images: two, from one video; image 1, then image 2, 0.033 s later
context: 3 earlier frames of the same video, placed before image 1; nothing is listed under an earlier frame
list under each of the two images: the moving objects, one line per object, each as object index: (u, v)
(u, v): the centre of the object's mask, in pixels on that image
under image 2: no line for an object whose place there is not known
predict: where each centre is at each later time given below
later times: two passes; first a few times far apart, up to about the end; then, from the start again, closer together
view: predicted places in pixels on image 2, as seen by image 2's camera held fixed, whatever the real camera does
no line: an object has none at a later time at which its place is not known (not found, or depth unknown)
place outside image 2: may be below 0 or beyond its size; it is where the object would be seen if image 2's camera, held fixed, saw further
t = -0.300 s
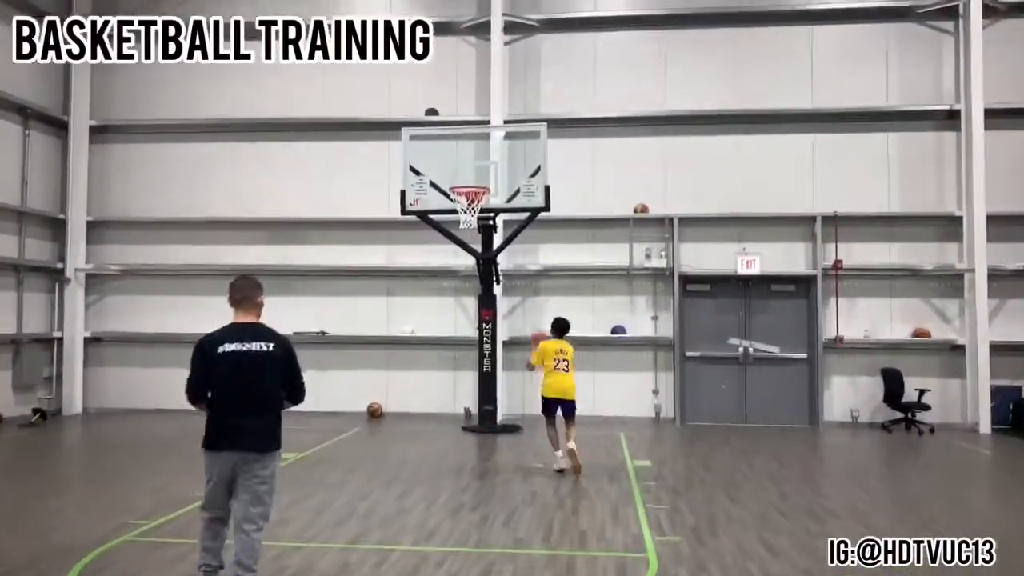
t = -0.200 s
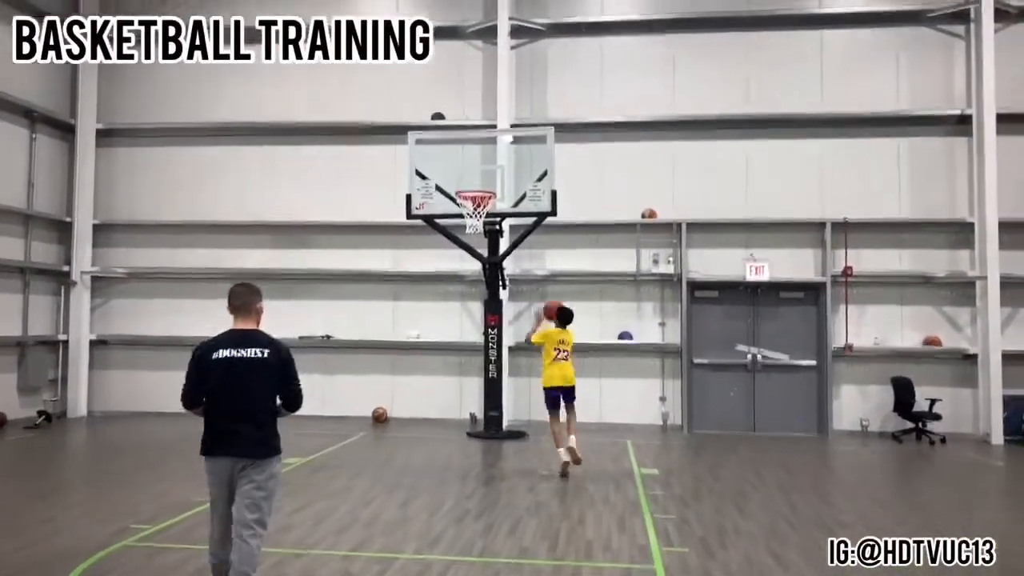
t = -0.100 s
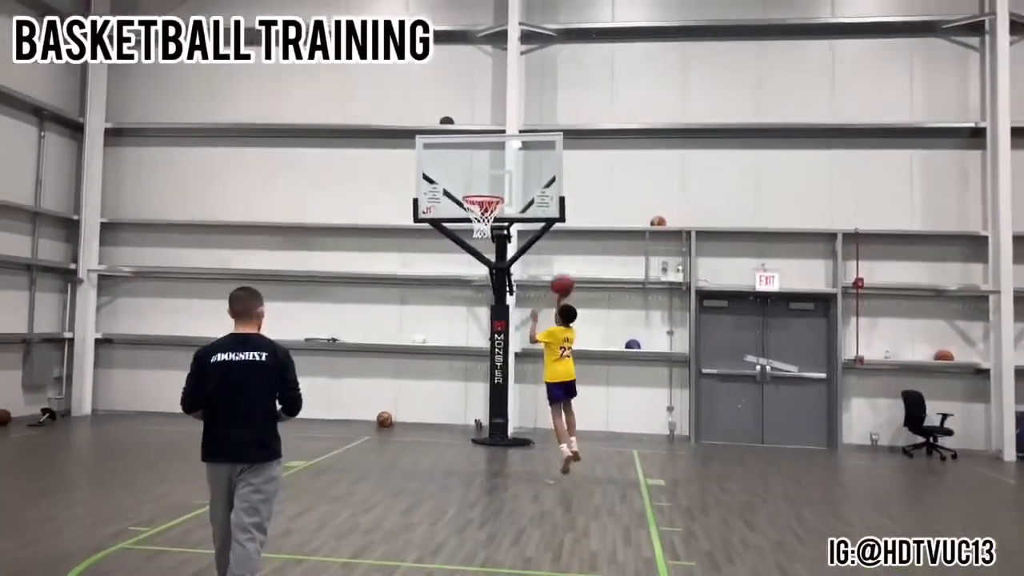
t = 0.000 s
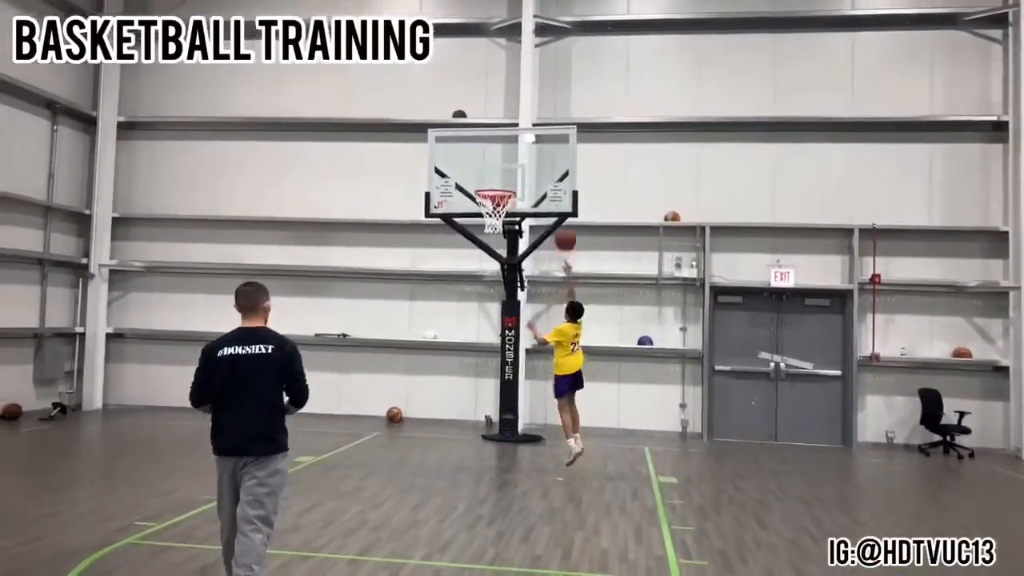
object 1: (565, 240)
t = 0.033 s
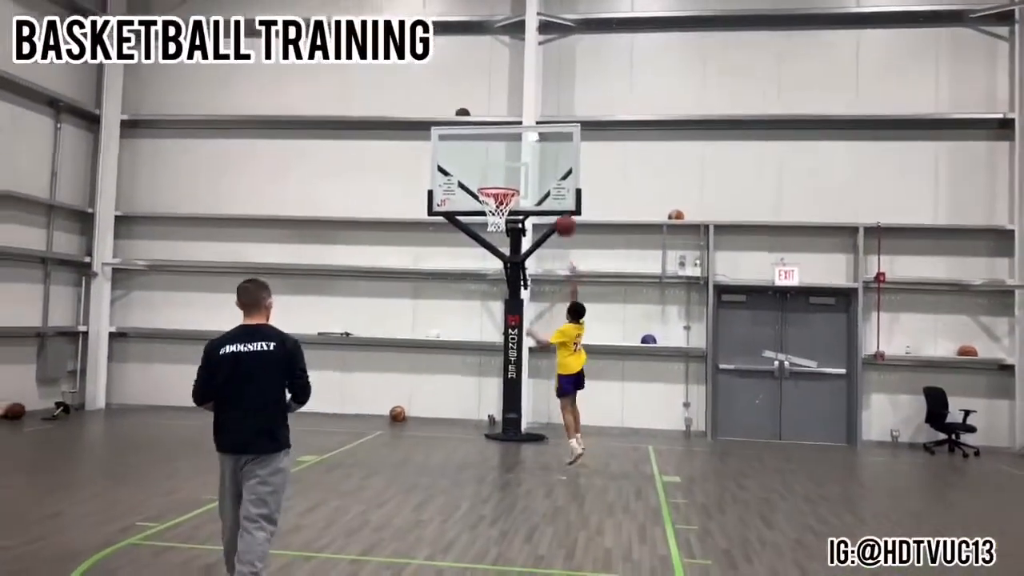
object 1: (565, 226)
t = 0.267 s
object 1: (540, 171)
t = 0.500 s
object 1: (516, 162)
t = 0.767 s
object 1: (499, 182)
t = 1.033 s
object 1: (492, 223)
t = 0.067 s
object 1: (561, 215)
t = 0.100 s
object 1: (558, 204)
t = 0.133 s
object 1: (554, 195)
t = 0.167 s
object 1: (550, 188)
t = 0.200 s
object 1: (547, 181)
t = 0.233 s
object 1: (543, 175)
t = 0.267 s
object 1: (540, 171)
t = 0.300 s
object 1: (537, 167)
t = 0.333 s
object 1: (533, 165)
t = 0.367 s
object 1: (529, 164)
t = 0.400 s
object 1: (526, 163)
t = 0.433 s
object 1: (523, 163)
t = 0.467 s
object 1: (519, 162)
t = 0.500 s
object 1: (516, 162)
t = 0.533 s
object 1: (513, 163)
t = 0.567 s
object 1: (509, 165)
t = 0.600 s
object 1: (506, 169)
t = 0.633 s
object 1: (502, 172)
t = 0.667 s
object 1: (499, 177)
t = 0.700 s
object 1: (495, 180)
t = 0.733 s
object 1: (498, 182)
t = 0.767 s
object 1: (499, 182)
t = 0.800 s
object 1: (501, 185)
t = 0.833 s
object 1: (500, 190)
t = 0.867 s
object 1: (500, 192)
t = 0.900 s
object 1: (501, 195)
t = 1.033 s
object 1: (492, 223)
